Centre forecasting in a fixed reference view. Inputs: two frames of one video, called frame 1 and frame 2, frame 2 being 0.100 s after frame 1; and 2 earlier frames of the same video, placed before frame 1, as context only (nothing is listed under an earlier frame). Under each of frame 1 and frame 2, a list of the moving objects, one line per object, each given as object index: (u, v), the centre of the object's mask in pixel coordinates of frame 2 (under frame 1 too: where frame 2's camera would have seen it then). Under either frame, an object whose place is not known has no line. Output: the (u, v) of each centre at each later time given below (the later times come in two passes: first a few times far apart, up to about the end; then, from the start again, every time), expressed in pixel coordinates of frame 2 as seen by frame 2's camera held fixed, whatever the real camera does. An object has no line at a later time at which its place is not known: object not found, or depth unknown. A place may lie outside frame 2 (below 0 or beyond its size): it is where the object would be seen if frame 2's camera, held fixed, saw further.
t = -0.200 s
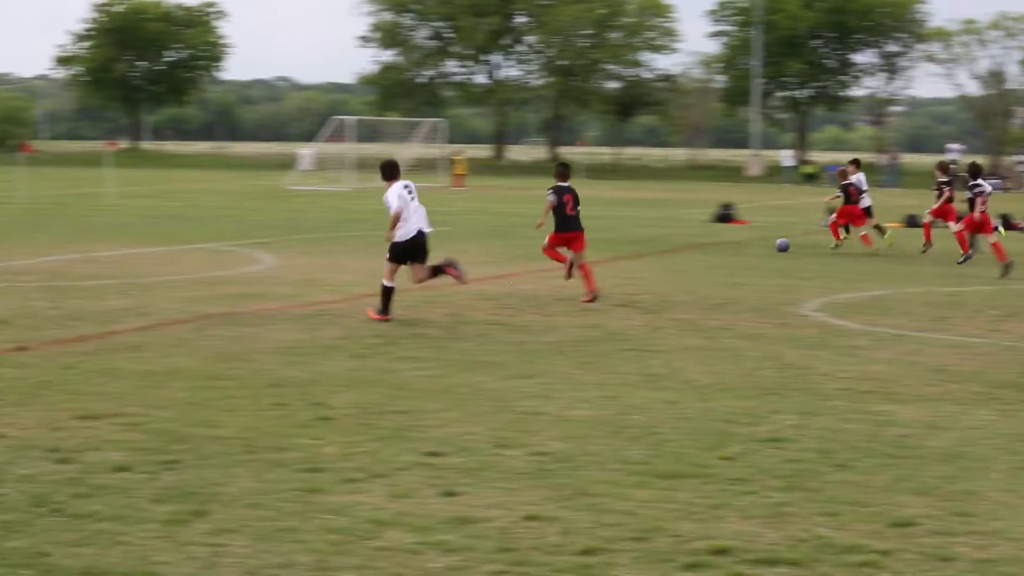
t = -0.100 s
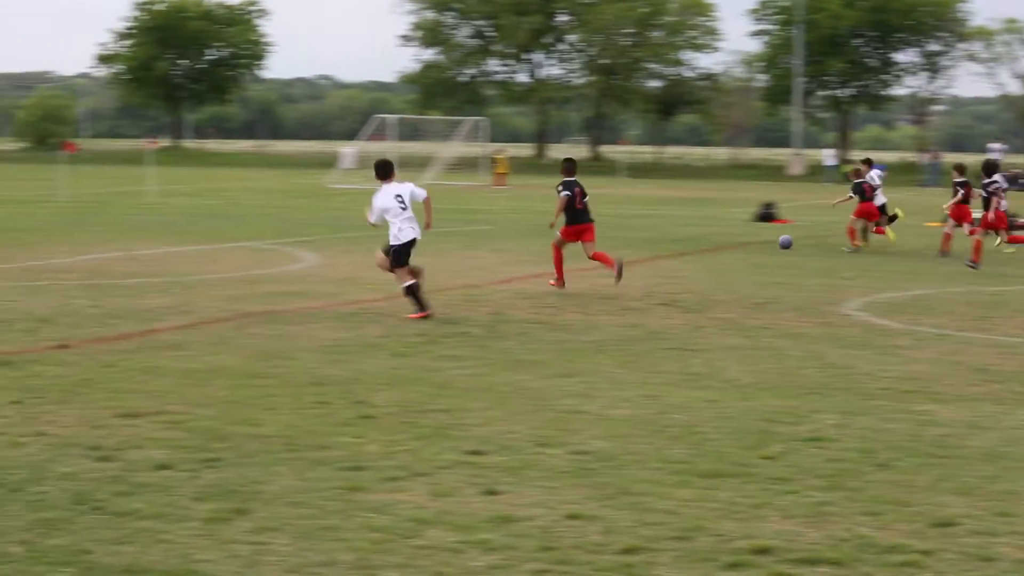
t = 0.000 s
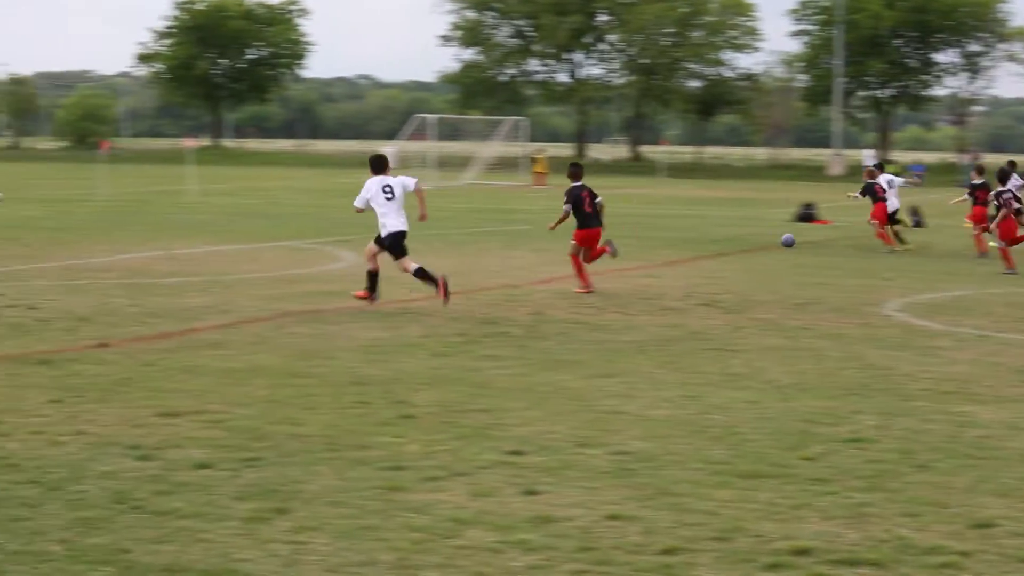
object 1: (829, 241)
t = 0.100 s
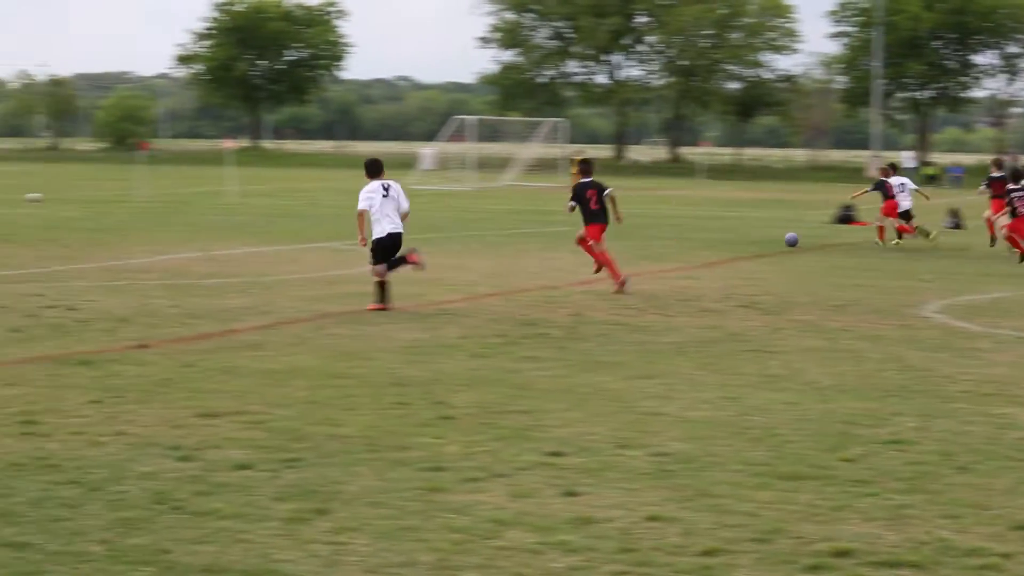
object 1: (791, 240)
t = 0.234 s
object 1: (744, 238)
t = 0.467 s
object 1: (666, 237)
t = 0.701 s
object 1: (594, 235)
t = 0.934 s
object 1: (533, 230)
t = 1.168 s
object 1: (478, 227)
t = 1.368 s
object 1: (434, 224)
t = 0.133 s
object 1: (779, 240)
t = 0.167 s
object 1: (767, 239)
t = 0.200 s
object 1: (755, 238)
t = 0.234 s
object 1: (744, 238)
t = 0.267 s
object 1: (732, 238)
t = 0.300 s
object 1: (721, 237)
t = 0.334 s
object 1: (710, 236)
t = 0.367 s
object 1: (698, 236)
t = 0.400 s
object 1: (688, 237)
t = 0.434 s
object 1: (677, 237)
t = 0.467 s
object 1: (666, 237)
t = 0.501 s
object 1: (655, 237)
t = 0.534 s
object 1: (644, 237)
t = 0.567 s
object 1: (633, 237)
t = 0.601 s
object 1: (623, 237)
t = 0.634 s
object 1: (613, 235)
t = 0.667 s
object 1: (604, 235)
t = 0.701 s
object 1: (594, 235)
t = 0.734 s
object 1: (585, 233)
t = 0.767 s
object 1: (577, 232)
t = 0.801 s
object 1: (568, 232)
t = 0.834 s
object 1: (560, 232)
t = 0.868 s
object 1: (550, 232)
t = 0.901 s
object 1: (541, 232)
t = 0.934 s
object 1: (533, 230)
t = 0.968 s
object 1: (525, 230)
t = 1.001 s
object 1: (516, 229)
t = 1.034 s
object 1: (508, 230)
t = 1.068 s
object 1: (500, 229)
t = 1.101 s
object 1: (493, 227)
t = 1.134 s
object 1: (485, 227)
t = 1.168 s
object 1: (478, 227)
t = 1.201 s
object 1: (469, 226)
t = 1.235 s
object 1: (462, 226)
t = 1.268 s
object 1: (455, 226)
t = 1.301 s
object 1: (448, 225)
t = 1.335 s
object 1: (440, 225)
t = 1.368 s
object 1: (434, 224)
